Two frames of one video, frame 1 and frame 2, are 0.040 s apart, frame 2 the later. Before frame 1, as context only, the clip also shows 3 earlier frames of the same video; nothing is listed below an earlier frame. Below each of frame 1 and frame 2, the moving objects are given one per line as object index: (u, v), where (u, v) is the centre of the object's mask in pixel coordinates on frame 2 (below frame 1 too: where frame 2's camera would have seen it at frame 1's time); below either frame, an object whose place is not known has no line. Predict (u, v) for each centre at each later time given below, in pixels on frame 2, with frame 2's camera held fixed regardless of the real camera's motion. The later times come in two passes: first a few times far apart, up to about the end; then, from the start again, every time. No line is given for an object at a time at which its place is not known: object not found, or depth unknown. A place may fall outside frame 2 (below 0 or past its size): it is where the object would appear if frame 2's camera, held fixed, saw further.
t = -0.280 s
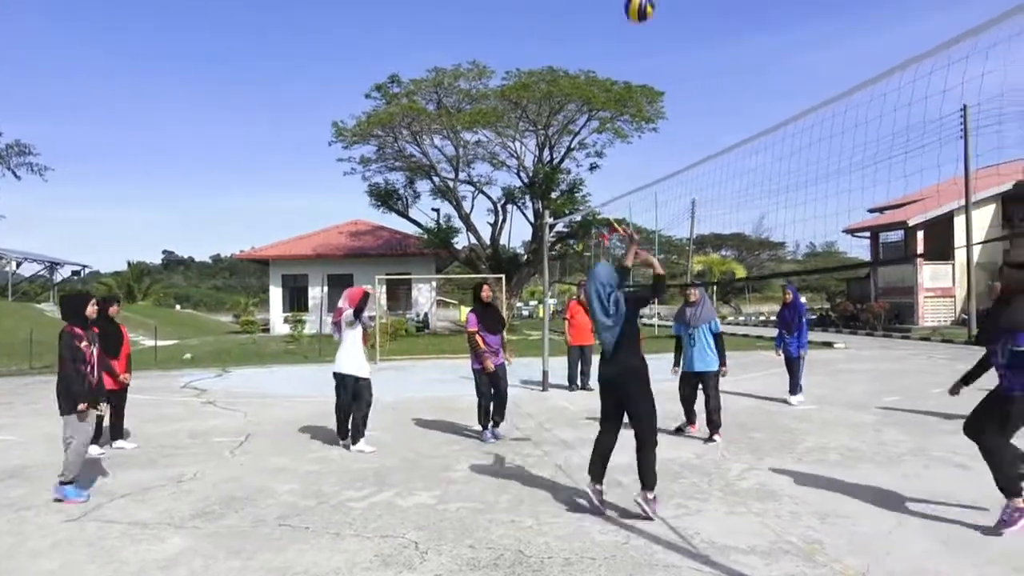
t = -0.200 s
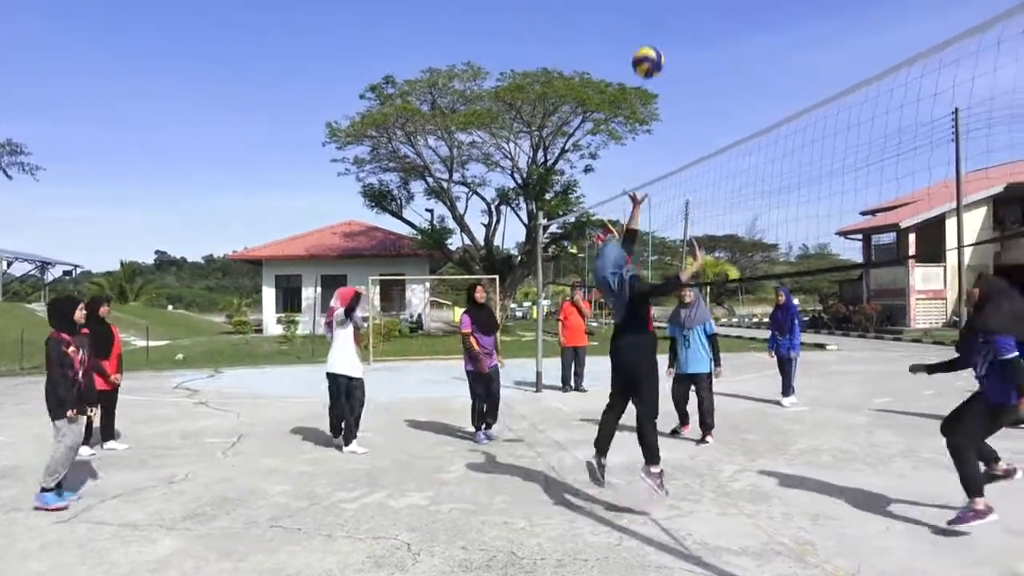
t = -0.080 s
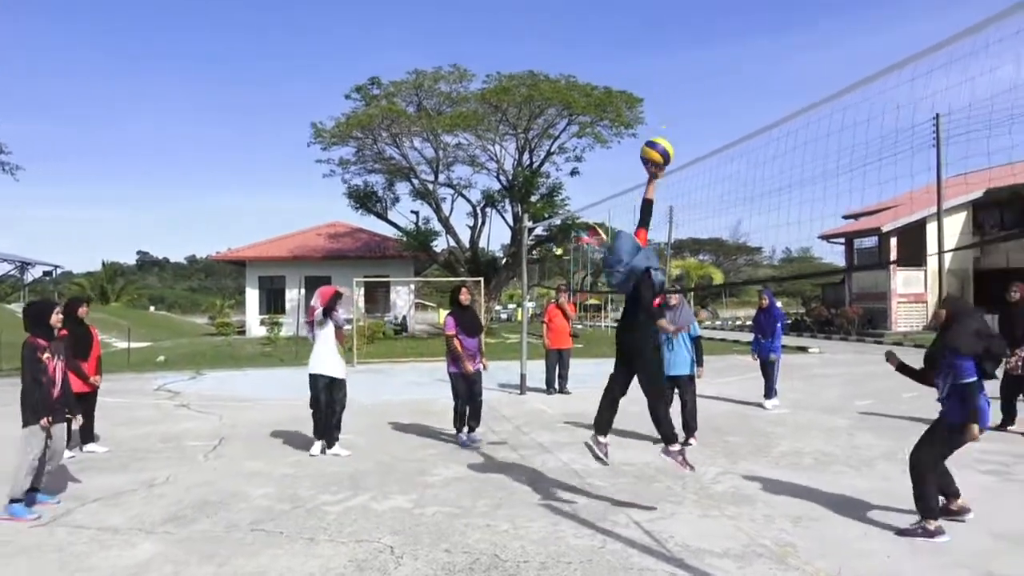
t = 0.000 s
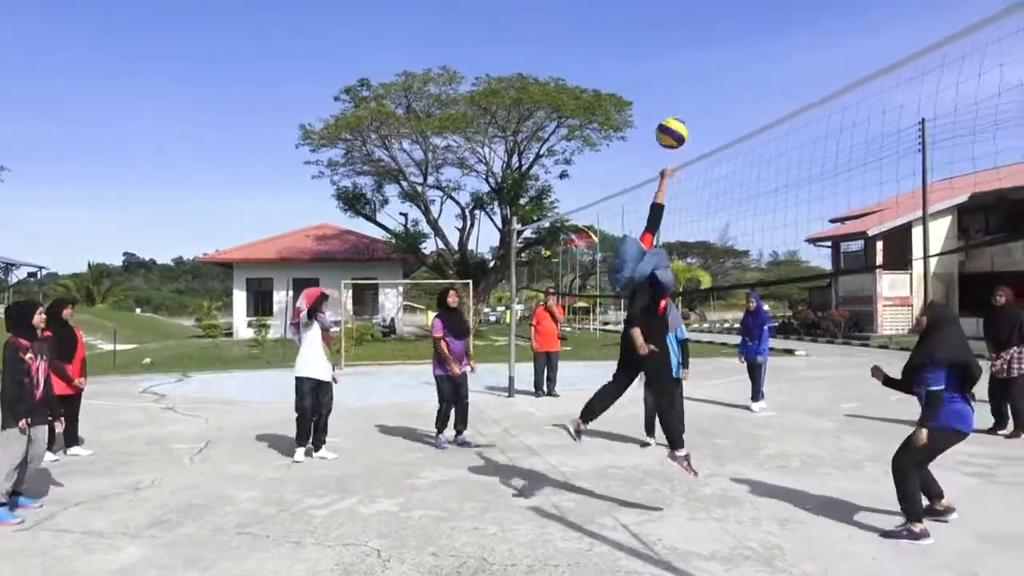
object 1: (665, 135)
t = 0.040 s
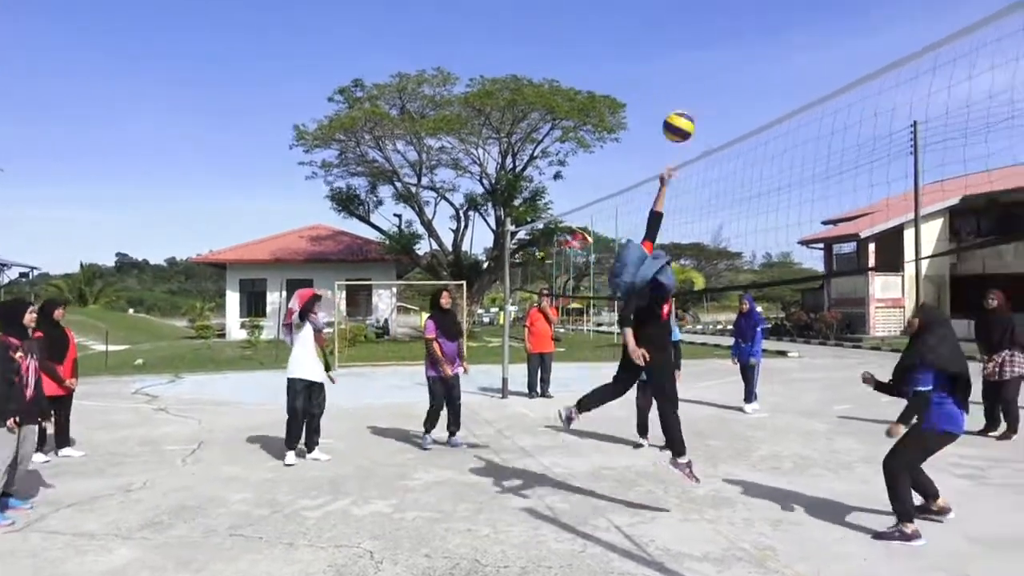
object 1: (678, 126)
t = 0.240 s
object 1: (741, 119)
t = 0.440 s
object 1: (794, 168)
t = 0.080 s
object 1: (691, 120)
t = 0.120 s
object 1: (704, 117)
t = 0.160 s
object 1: (716, 115)
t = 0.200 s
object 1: (729, 116)
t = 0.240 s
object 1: (741, 119)
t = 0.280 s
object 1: (752, 125)
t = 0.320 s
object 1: (763, 133)
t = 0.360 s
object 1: (773, 143)
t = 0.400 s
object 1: (784, 155)
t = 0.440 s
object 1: (794, 168)
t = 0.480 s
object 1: (803, 183)
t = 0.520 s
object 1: (814, 200)
